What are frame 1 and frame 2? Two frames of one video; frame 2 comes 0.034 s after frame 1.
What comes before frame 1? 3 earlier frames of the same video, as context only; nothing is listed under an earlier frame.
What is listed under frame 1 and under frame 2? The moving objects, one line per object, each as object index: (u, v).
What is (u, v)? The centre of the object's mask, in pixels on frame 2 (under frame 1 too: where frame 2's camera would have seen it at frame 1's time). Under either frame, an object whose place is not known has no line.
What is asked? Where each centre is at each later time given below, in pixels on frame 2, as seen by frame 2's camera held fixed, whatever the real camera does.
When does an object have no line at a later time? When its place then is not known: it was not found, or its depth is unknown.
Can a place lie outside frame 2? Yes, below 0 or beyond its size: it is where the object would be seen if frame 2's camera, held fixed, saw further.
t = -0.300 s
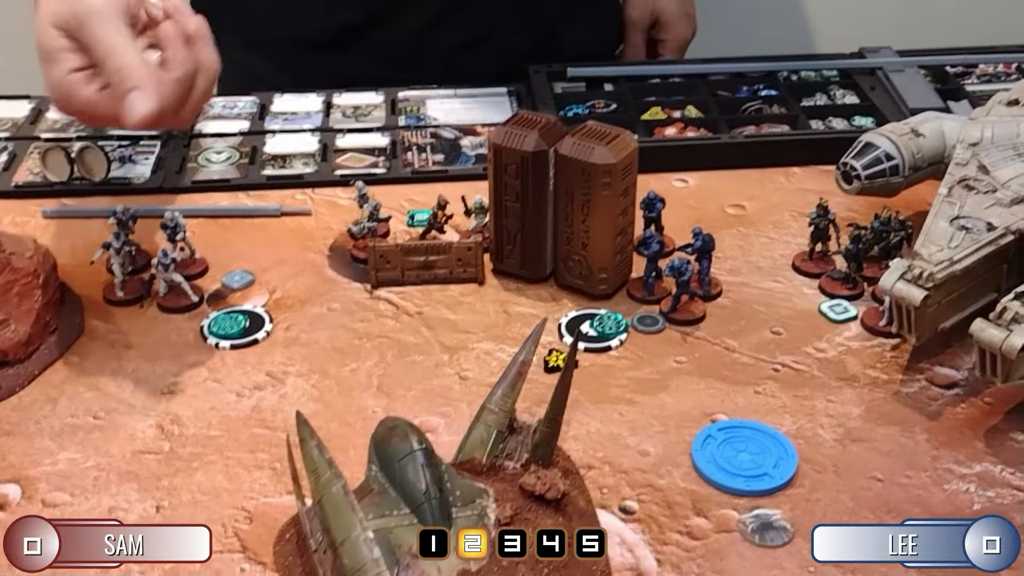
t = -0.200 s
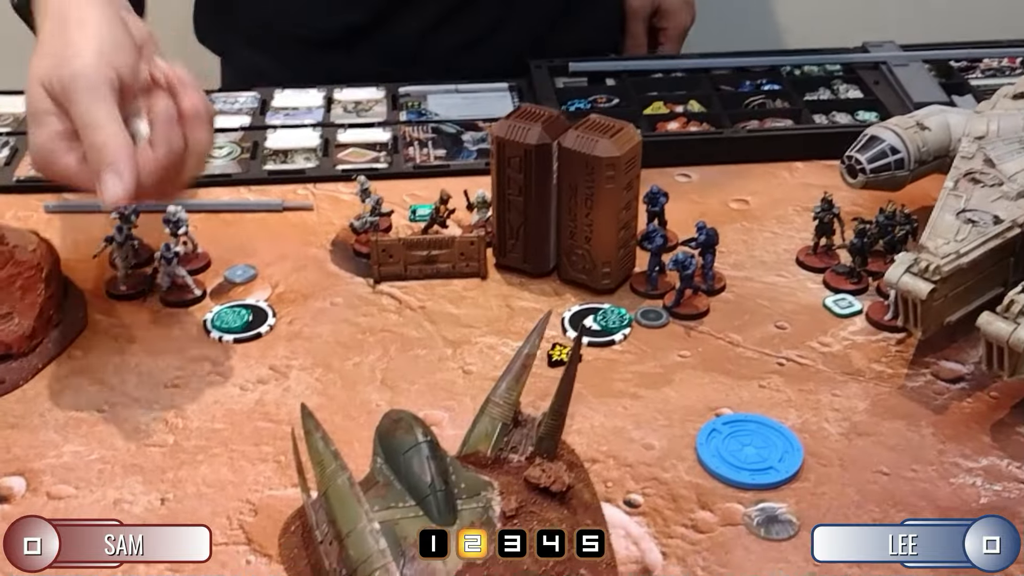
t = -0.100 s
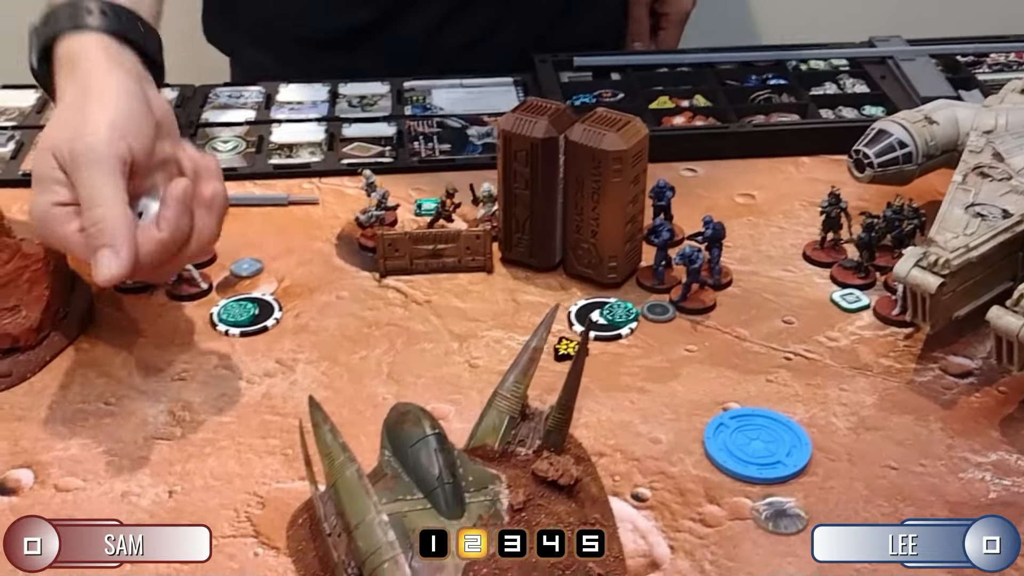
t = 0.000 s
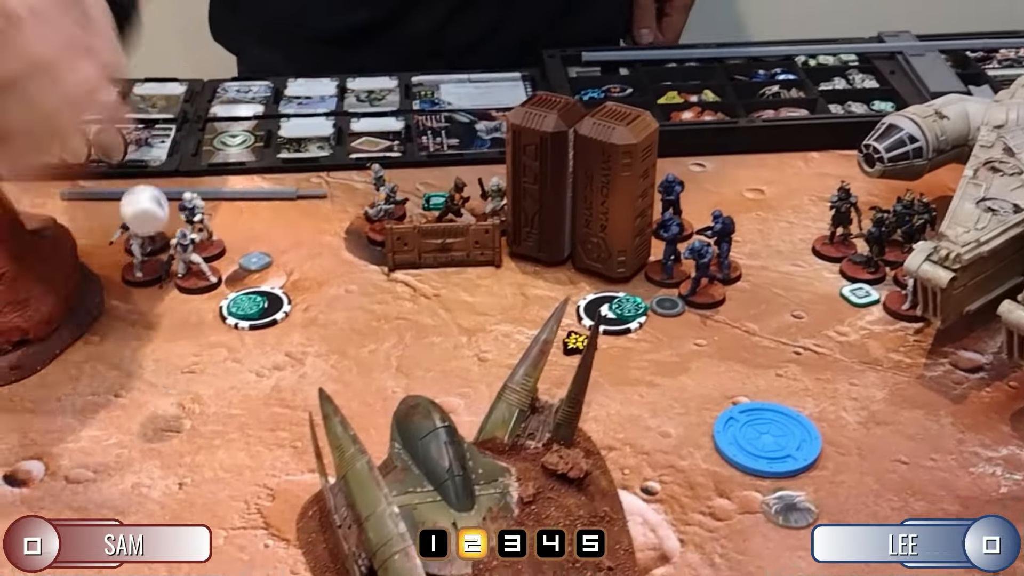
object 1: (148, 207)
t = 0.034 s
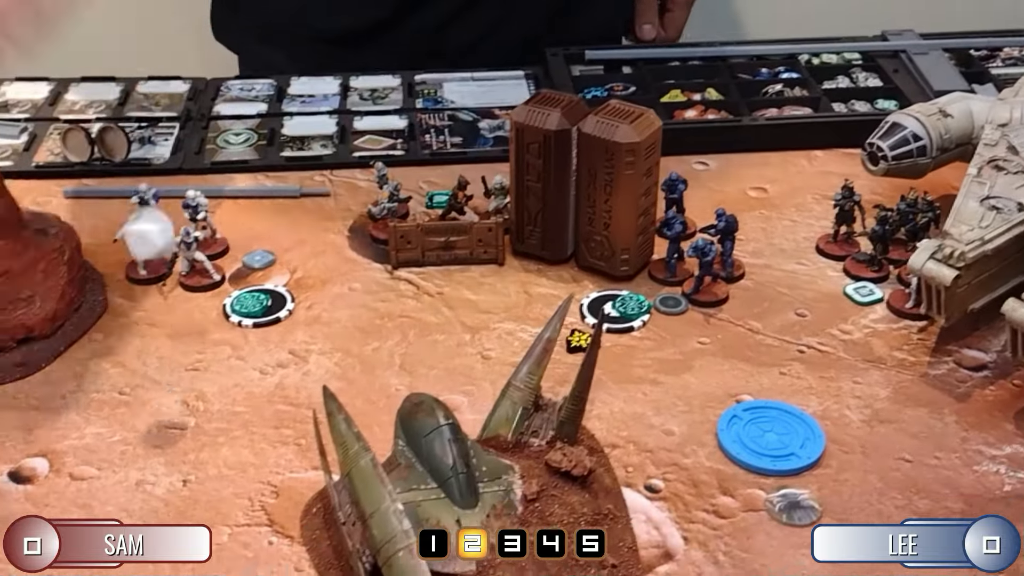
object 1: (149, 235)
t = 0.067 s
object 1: (155, 280)
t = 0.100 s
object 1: (164, 349)
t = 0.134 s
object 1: (179, 414)
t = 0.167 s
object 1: (189, 398)
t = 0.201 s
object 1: (207, 403)
